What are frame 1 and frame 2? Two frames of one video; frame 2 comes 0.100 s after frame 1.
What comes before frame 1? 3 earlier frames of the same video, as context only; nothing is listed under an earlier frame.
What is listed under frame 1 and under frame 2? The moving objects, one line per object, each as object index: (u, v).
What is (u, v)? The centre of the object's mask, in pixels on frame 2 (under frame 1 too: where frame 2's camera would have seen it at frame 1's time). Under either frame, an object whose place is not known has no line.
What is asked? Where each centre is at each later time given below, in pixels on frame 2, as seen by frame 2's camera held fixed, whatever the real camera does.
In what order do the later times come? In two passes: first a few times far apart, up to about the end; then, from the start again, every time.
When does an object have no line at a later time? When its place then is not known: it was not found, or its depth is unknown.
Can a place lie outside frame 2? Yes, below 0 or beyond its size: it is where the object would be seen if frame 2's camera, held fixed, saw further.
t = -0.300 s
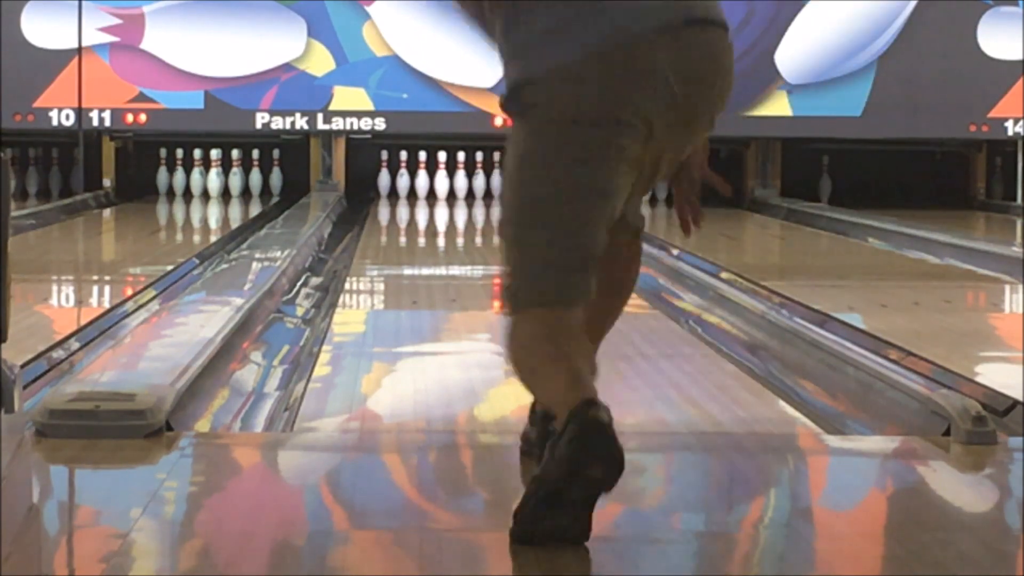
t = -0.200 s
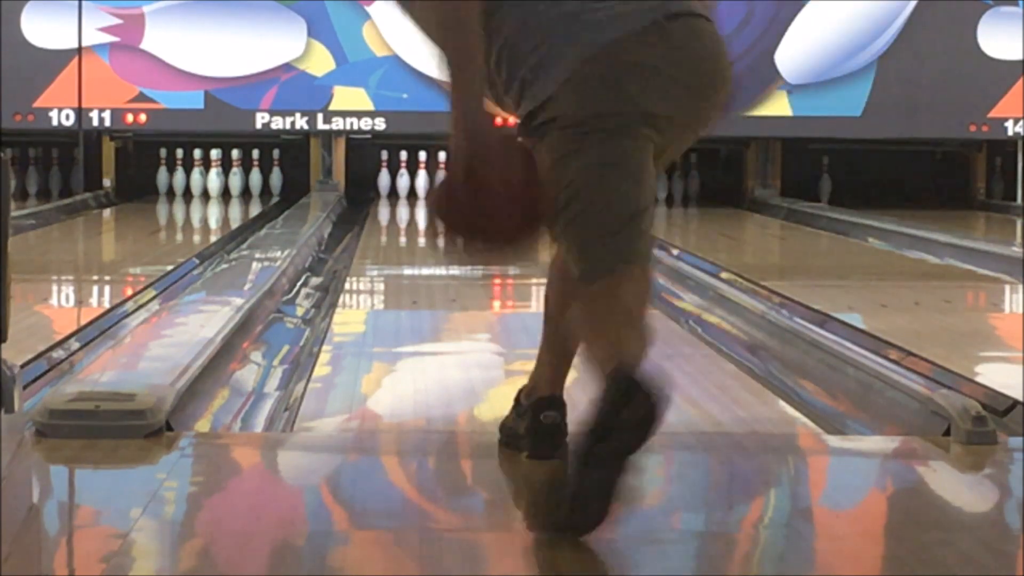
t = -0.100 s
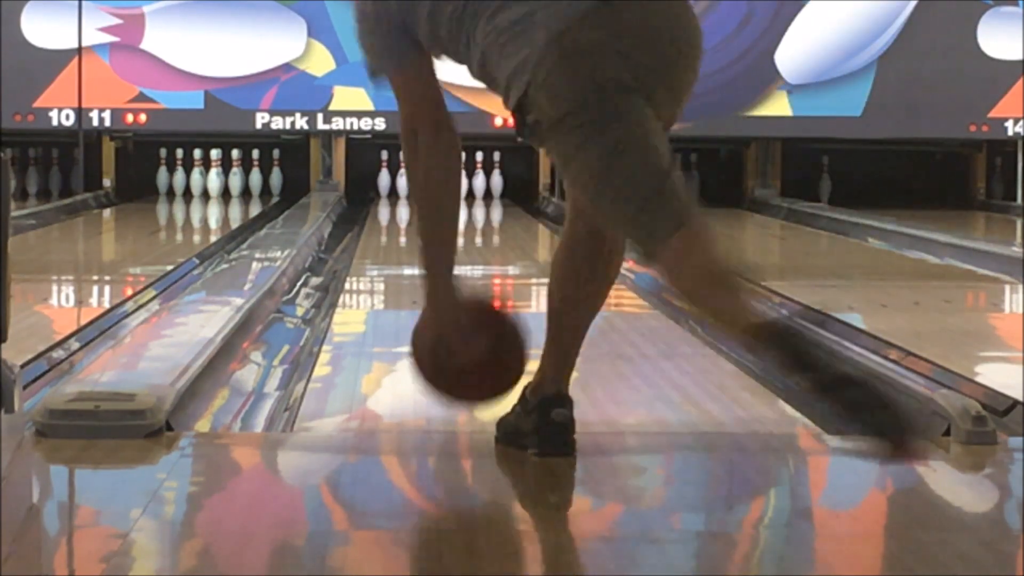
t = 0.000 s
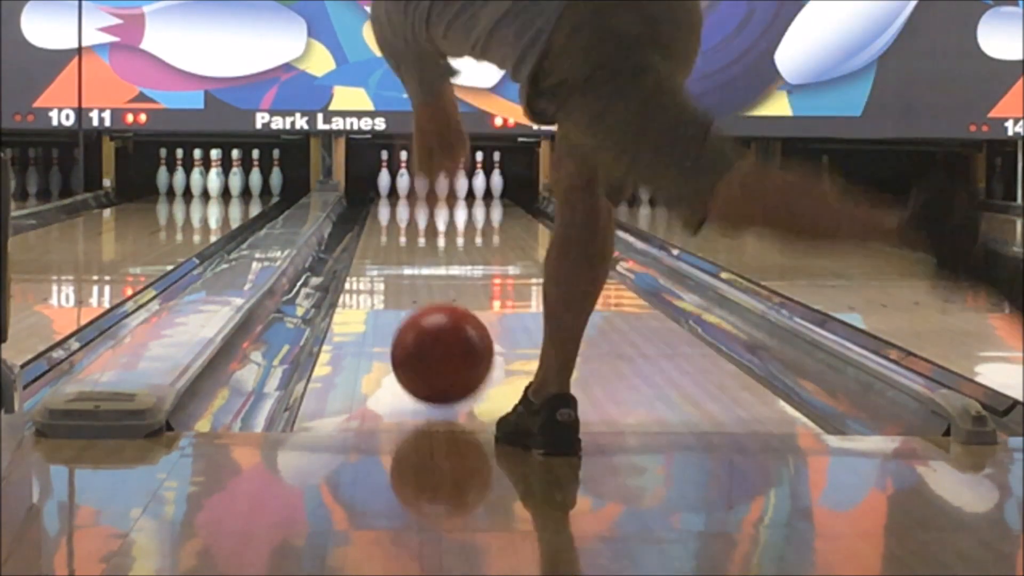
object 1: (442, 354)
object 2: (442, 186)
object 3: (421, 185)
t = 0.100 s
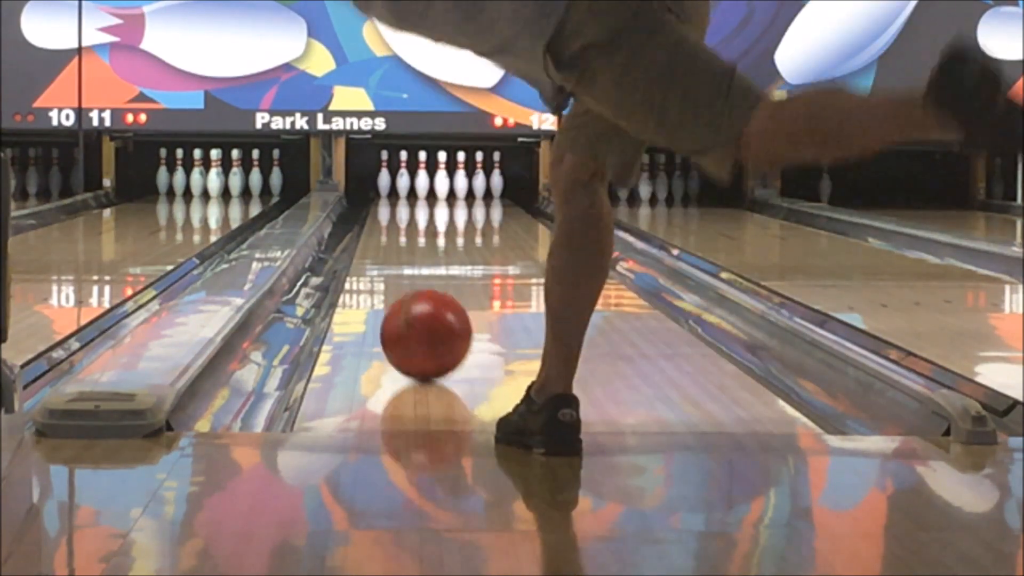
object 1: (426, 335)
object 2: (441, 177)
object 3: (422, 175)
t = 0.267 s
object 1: (407, 302)
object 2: (441, 177)
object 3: (422, 175)
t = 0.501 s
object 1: (390, 270)
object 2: (441, 177)
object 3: (422, 175)
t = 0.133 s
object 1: (421, 327)
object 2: (441, 177)
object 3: (422, 175)
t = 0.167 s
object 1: (418, 320)
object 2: (441, 177)
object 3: (422, 175)
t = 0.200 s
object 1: (414, 314)
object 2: (441, 177)
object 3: (422, 175)
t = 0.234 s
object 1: (410, 308)
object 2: (441, 177)
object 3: (422, 175)
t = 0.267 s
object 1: (407, 302)
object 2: (441, 177)
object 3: (422, 175)
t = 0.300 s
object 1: (404, 297)
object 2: (441, 177)
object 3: (422, 175)
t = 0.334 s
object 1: (401, 292)
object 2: (441, 177)
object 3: (422, 175)
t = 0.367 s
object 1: (399, 287)
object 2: (441, 177)
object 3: (422, 175)
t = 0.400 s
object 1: (396, 283)
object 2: (441, 177)
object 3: (422, 175)
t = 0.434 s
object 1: (394, 278)
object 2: (441, 177)
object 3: (422, 175)
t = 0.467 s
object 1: (392, 274)
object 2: (441, 177)
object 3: (422, 175)
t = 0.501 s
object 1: (390, 270)
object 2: (441, 177)
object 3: (422, 175)
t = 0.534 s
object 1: (388, 267)
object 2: (441, 177)
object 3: (422, 177)
